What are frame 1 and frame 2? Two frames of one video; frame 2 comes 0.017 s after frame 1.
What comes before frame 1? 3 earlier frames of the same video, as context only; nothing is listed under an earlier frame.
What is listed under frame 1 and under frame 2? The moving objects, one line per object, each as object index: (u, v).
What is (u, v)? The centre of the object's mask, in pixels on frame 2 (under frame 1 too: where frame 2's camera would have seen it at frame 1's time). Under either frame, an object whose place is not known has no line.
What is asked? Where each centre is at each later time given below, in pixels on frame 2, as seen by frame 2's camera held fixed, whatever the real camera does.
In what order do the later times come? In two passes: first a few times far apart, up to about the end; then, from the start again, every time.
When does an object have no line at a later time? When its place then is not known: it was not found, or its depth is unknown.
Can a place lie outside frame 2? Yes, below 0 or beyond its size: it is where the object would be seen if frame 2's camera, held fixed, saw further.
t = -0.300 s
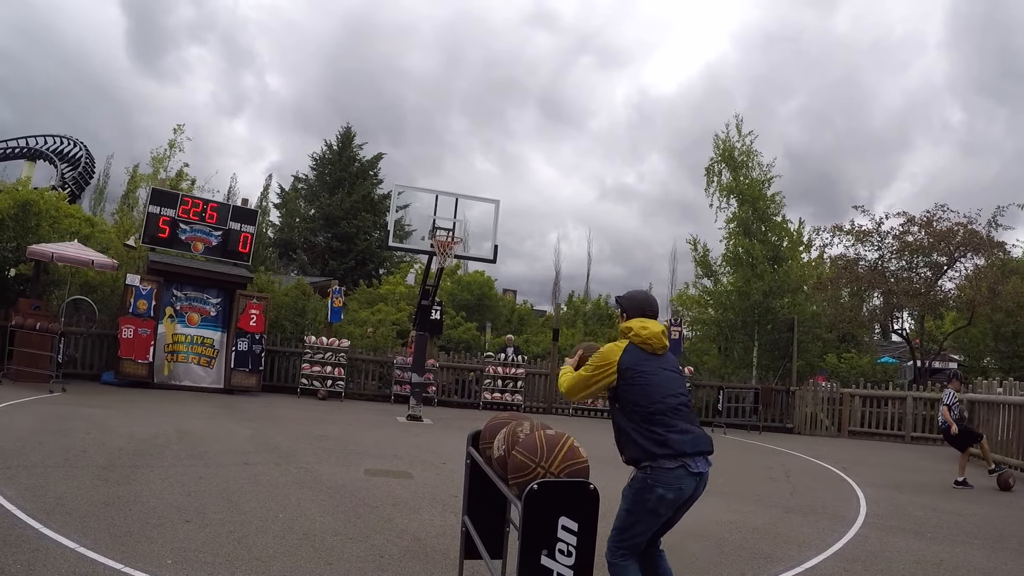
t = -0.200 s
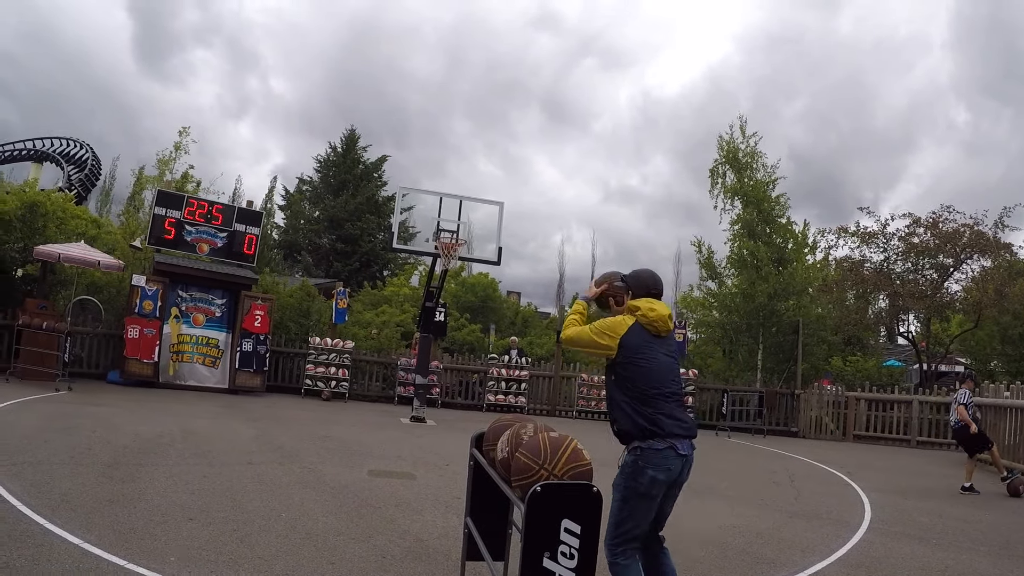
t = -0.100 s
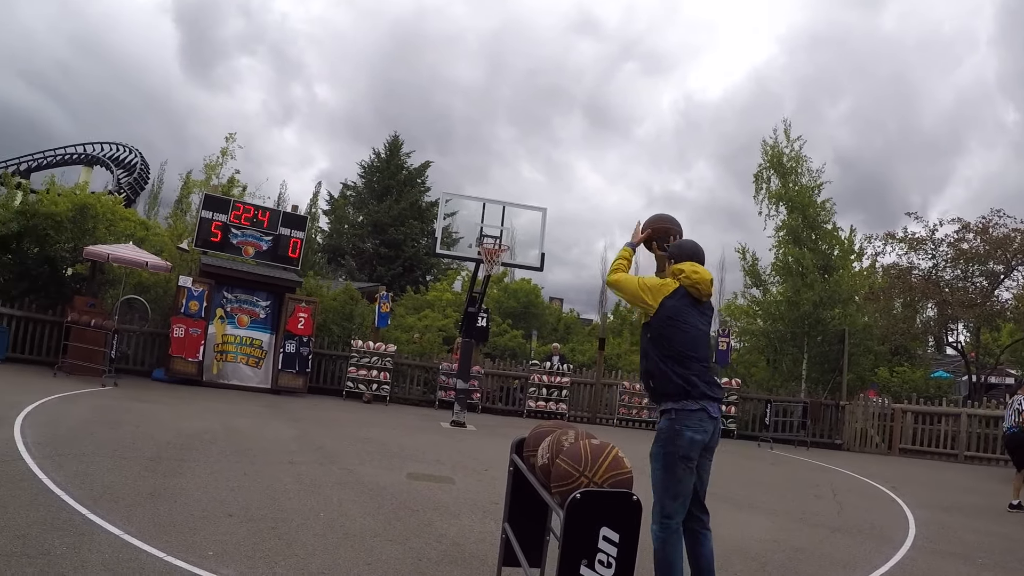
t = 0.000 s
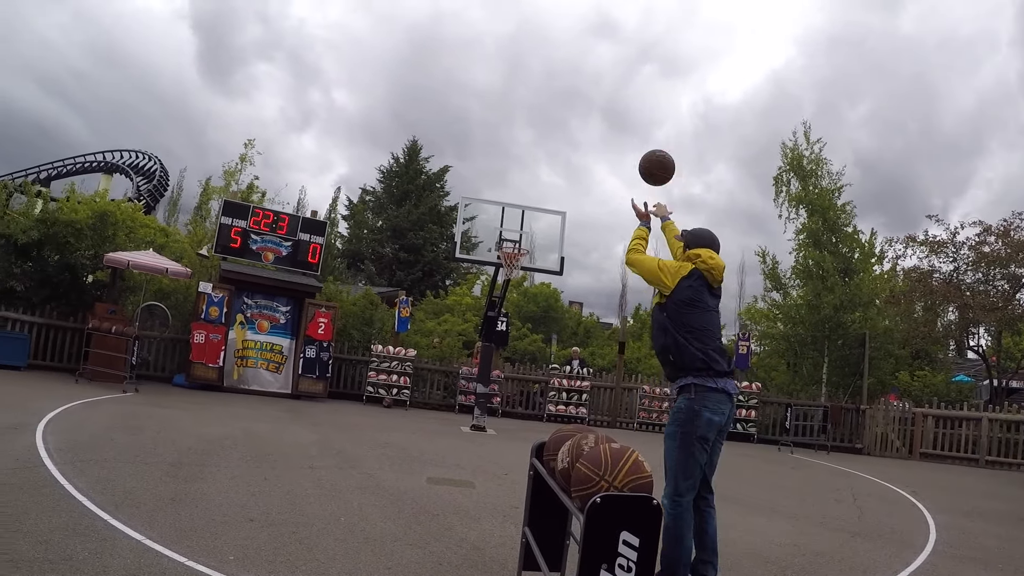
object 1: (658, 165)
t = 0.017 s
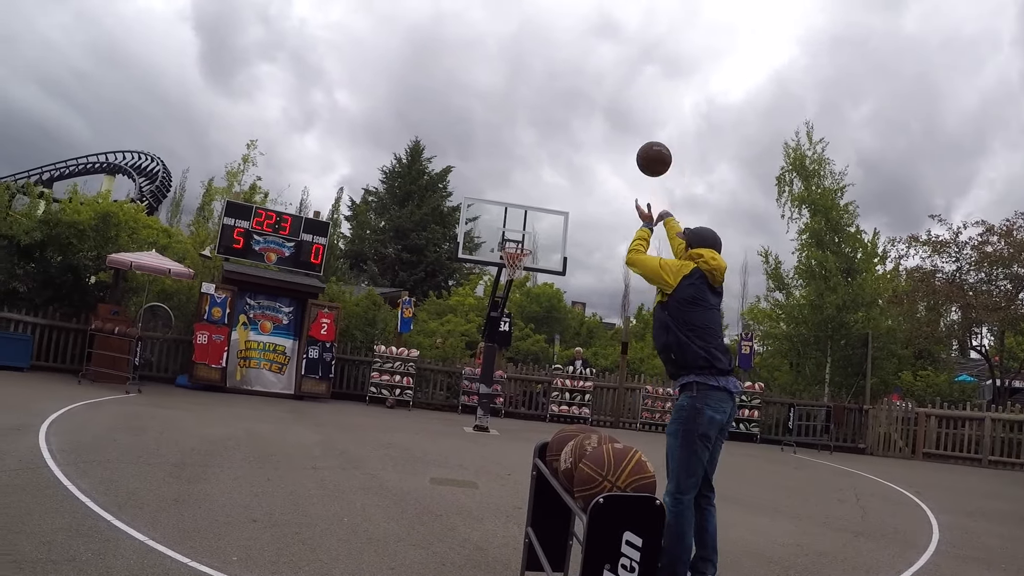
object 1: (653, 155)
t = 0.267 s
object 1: (599, 96)
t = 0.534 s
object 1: (562, 110)
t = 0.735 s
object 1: (539, 147)
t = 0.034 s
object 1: (649, 148)
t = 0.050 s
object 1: (645, 141)
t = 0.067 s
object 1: (641, 135)
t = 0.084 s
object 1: (637, 129)
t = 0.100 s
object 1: (633, 124)
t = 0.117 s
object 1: (629, 119)
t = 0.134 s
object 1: (625, 115)
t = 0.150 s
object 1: (622, 112)
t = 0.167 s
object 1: (618, 108)
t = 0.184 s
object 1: (615, 105)
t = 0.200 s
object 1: (611, 102)
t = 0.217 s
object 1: (608, 100)
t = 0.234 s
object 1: (605, 98)
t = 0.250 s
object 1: (602, 97)
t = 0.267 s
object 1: (599, 96)
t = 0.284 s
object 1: (596, 95)
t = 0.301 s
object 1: (594, 94)
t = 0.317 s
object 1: (593, 96)
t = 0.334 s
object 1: (590, 94)
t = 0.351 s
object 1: (587, 94)
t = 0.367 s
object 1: (584, 94)
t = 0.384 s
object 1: (581, 95)
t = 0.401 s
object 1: (579, 96)
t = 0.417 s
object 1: (577, 97)
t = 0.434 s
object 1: (574, 98)
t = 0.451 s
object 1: (572, 99)
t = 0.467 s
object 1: (570, 101)
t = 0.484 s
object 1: (568, 103)
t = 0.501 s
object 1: (566, 105)
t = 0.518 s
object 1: (564, 107)
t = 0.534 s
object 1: (562, 110)
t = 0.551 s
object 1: (560, 112)
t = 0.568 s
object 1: (558, 114)
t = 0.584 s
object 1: (556, 117)
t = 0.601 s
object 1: (554, 120)
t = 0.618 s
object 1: (552, 122)
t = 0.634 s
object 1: (550, 126)
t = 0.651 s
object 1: (548, 129)
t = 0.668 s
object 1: (546, 133)
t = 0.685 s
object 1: (544, 136)
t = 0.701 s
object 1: (542, 140)
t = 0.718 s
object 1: (540, 144)
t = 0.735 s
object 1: (539, 147)
